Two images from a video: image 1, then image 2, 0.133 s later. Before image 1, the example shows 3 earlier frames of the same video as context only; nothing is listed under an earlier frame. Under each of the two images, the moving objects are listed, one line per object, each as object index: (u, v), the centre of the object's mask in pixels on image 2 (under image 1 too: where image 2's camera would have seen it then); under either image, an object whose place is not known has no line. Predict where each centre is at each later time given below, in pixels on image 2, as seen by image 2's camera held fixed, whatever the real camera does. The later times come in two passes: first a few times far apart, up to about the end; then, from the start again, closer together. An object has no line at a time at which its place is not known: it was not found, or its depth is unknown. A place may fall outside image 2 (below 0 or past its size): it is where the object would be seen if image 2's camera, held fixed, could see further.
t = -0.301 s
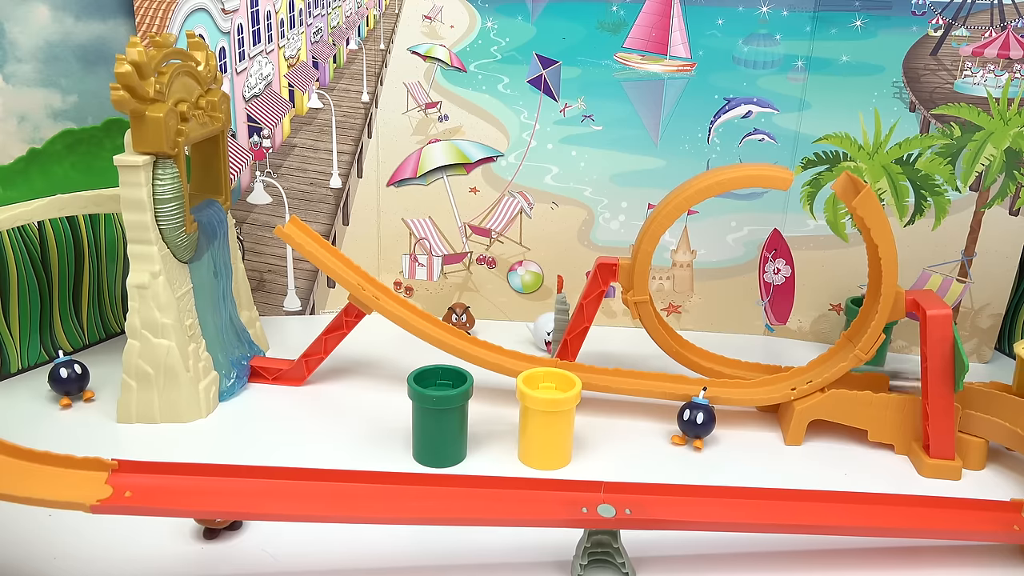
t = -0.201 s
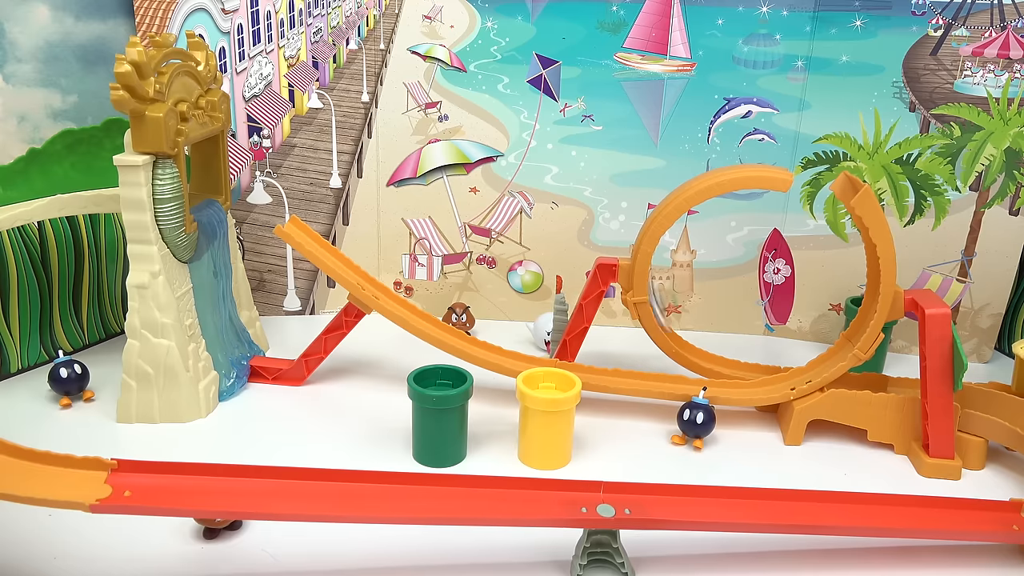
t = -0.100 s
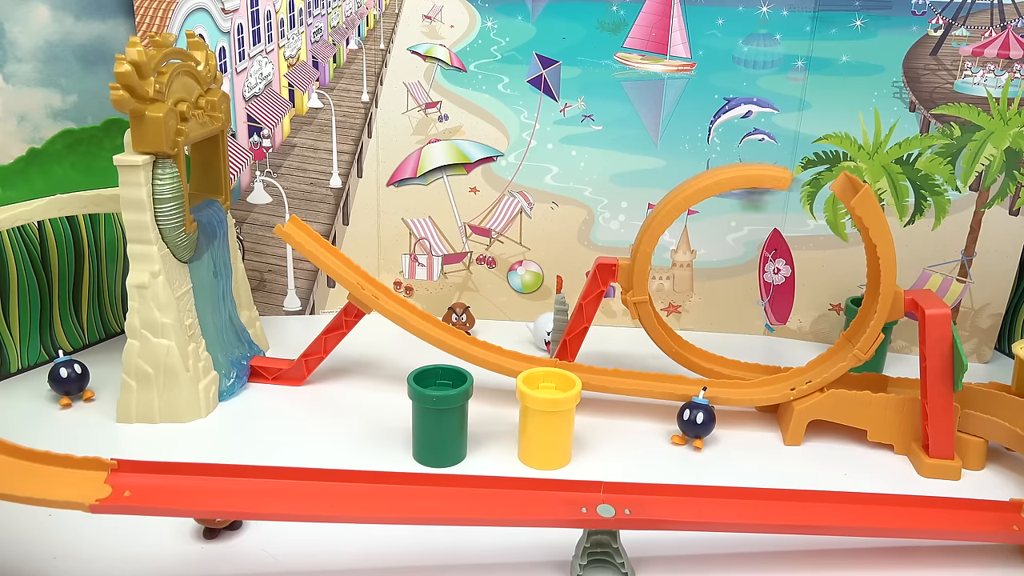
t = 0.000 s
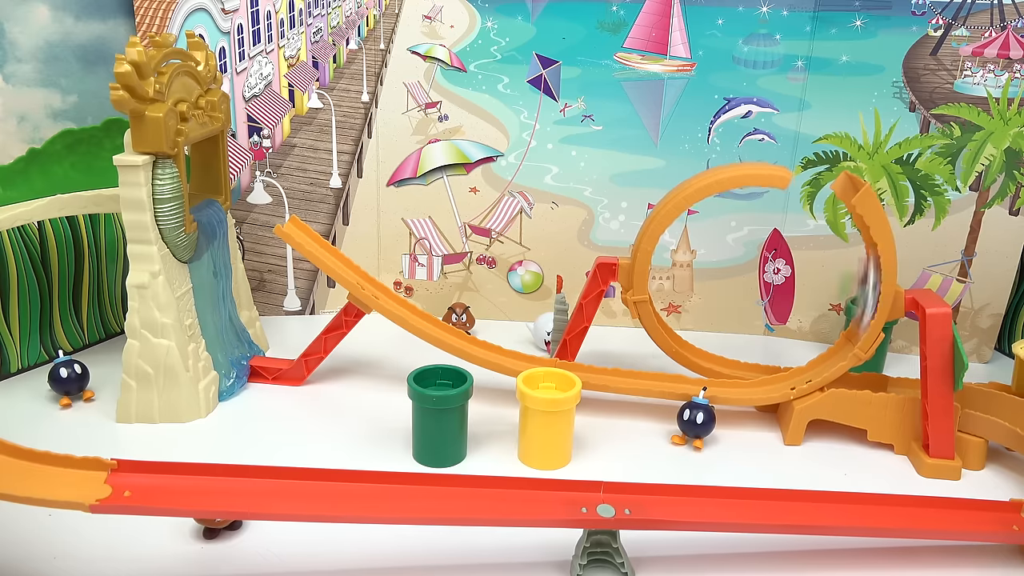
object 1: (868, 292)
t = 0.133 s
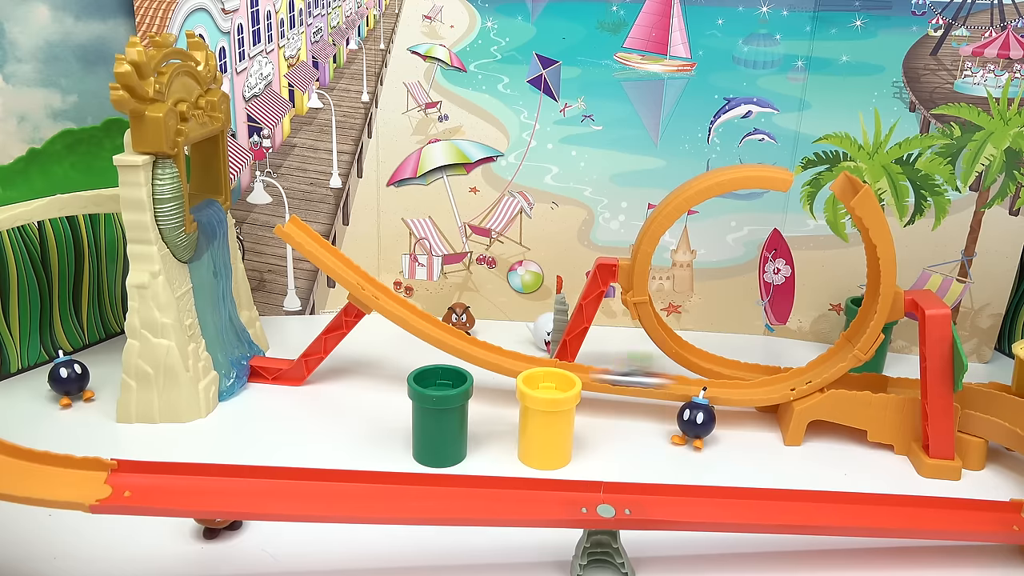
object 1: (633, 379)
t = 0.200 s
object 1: (504, 353)
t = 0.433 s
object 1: (241, 196)
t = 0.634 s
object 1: (212, 190)
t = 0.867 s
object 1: (275, 332)
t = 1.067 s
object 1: (294, 338)
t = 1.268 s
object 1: (304, 327)
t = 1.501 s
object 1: (305, 326)
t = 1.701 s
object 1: (305, 326)
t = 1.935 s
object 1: (305, 326)
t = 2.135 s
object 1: (305, 326)
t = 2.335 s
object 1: (305, 326)
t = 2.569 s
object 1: (305, 326)
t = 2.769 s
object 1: (305, 326)
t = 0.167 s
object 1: (569, 367)
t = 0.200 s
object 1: (504, 353)
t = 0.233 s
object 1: (445, 329)
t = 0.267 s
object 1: (398, 302)
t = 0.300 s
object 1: (358, 272)
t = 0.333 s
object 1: (323, 245)
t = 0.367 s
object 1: (291, 222)
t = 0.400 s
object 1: (265, 203)
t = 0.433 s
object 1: (241, 196)
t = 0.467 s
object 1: (220, 190)
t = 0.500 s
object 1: (211, 184)
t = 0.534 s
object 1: (210, 182)
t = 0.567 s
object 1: (209, 184)
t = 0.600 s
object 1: (210, 187)
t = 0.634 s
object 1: (212, 190)
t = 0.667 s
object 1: (215, 192)
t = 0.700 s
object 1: (224, 199)
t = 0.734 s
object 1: (235, 213)
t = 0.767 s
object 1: (249, 236)
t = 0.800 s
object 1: (263, 271)
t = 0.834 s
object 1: (276, 319)
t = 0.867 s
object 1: (275, 332)
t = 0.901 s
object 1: (277, 325)
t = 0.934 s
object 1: (283, 321)
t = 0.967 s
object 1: (285, 330)
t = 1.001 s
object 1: (288, 339)
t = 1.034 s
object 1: (291, 344)
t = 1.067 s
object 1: (294, 338)
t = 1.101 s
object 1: (296, 338)
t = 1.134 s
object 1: (298, 335)
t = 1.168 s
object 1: (301, 332)
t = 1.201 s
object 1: (302, 330)
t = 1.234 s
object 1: (304, 328)
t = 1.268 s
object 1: (304, 327)
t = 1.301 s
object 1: (305, 326)
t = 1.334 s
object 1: (305, 326)
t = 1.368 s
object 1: (305, 326)
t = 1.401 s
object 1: (305, 326)
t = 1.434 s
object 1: (305, 326)
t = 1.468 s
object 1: (305, 326)
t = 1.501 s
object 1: (305, 326)
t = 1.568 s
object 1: (305, 326)
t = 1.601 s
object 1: (305, 326)
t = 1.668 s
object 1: (305, 326)
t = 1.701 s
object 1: (305, 326)
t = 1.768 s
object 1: (305, 326)
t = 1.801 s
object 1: (305, 326)
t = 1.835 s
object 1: (305, 326)
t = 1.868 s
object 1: (305, 326)
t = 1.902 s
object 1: (305, 326)
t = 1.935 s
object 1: (305, 326)
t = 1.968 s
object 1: (305, 326)
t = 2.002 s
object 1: (305, 326)
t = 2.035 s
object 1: (305, 326)
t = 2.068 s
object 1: (305, 326)
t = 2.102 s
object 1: (305, 326)
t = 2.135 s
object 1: (305, 326)
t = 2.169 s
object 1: (305, 326)
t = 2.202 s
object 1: (305, 326)
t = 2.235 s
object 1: (305, 326)
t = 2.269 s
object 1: (305, 326)
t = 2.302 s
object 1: (305, 326)
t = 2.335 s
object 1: (305, 326)
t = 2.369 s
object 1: (305, 326)
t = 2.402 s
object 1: (305, 326)
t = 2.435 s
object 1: (305, 326)
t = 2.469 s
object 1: (305, 326)
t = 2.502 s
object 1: (305, 326)
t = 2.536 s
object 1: (305, 326)
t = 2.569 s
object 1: (305, 326)
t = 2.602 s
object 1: (305, 326)
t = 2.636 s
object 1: (305, 326)
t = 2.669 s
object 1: (305, 326)
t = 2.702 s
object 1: (305, 326)
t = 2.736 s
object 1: (305, 326)
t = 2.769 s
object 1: (305, 326)
